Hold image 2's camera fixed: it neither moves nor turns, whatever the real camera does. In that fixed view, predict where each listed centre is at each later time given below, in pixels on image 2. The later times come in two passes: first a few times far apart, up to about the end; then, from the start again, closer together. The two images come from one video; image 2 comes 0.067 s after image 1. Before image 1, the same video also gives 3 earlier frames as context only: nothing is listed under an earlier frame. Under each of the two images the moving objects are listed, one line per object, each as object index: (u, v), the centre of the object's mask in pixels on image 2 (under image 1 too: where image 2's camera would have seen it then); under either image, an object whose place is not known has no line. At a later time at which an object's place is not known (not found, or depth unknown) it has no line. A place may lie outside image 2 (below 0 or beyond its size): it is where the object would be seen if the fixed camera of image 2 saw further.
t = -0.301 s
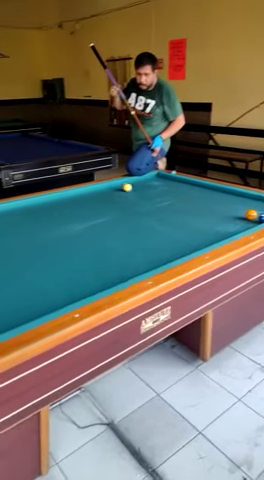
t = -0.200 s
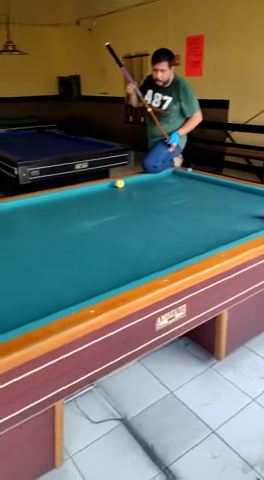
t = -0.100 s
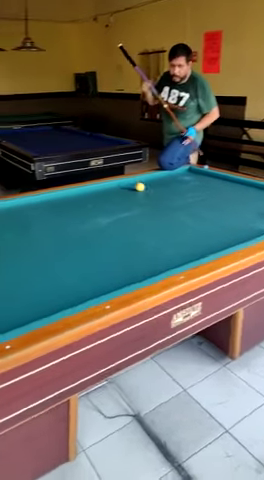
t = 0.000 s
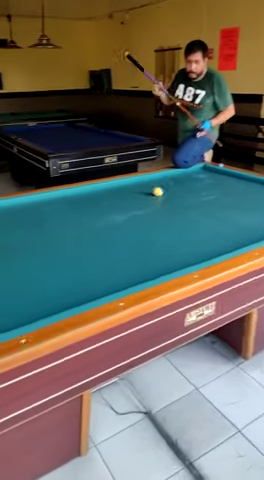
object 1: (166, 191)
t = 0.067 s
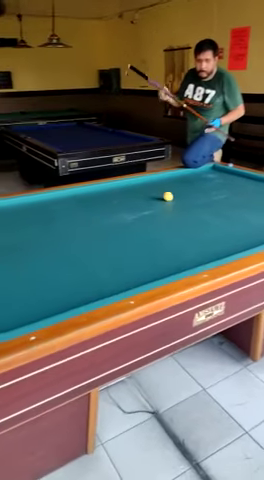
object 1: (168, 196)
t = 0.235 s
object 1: (167, 209)
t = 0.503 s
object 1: (159, 236)
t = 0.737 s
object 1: (148, 268)
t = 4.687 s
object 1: (9, 221)
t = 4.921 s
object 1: (26, 221)
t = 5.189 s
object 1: (45, 221)
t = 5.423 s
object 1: (62, 221)
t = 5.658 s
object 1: (79, 221)
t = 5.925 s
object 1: (97, 222)
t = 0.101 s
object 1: (168, 199)
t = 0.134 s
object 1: (168, 201)
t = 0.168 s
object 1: (168, 204)
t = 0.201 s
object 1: (168, 207)
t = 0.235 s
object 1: (167, 209)
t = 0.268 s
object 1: (166, 212)
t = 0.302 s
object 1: (166, 215)
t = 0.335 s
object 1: (165, 218)
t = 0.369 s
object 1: (164, 221)
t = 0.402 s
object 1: (162, 225)
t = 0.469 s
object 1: (160, 232)
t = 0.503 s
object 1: (159, 236)
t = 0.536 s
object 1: (158, 240)
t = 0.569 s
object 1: (156, 244)
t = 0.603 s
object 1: (155, 248)
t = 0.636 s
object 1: (153, 253)
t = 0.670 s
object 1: (152, 258)
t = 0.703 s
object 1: (150, 262)
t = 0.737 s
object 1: (148, 268)
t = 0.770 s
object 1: (147, 273)
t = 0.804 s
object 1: (144, 279)
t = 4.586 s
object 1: (2, 221)
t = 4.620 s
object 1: (4, 221)
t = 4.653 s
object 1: (7, 221)
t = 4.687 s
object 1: (9, 221)
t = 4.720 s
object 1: (11, 221)
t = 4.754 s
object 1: (14, 221)
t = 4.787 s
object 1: (16, 221)
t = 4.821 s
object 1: (19, 221)
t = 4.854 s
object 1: (21, 221)
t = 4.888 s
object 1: (24, 221)
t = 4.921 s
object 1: (26, 221)
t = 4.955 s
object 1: (29, 221)
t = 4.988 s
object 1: (31, 221)
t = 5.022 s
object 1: (33, 221)
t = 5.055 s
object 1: (36, 221)
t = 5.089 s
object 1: (38, 221)
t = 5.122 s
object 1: (41, 221)
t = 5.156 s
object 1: (43, 221)
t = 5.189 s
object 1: (45, 221)
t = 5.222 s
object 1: (48, 221)
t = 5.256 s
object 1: (50, 221)
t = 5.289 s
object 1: (53, 221)
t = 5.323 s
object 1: (55, 221)
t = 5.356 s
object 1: (57, 221)
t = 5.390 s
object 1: (60, 221)
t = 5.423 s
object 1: (62, 221)
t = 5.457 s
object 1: (65, 222)
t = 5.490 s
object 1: (67, 221)
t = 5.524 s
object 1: (69, 221)
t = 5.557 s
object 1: (72, 221)
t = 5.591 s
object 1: (74, 221)
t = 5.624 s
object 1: (76, 222)
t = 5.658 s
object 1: (79, 221)
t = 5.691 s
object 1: (81, 222)
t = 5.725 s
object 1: (83, 222)
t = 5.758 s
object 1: (86, 221)
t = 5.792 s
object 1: (88, 222)
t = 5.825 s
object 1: (90, 222)
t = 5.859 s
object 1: (93, 221)
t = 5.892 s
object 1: (95, 222)
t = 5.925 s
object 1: (97, 222)
